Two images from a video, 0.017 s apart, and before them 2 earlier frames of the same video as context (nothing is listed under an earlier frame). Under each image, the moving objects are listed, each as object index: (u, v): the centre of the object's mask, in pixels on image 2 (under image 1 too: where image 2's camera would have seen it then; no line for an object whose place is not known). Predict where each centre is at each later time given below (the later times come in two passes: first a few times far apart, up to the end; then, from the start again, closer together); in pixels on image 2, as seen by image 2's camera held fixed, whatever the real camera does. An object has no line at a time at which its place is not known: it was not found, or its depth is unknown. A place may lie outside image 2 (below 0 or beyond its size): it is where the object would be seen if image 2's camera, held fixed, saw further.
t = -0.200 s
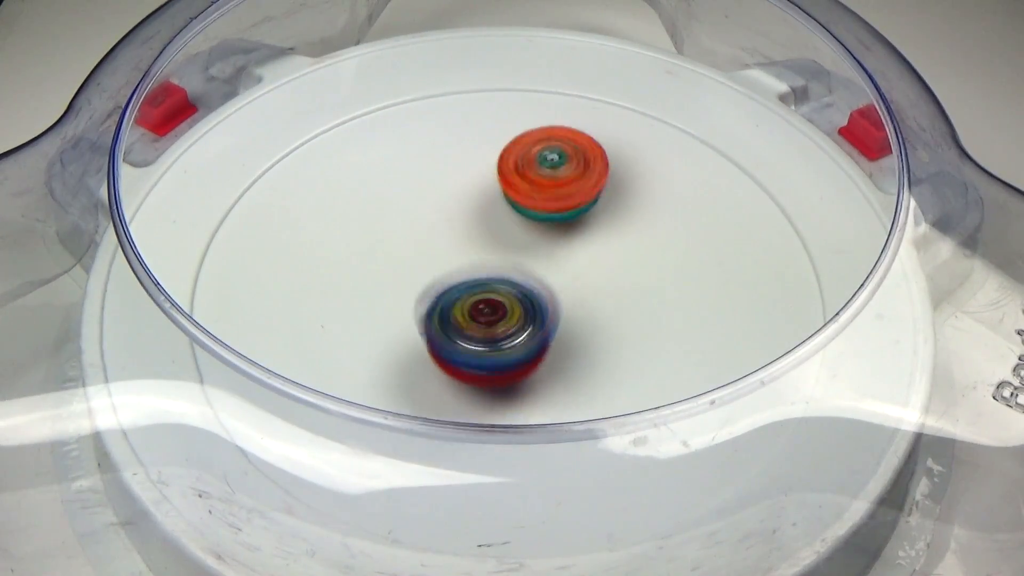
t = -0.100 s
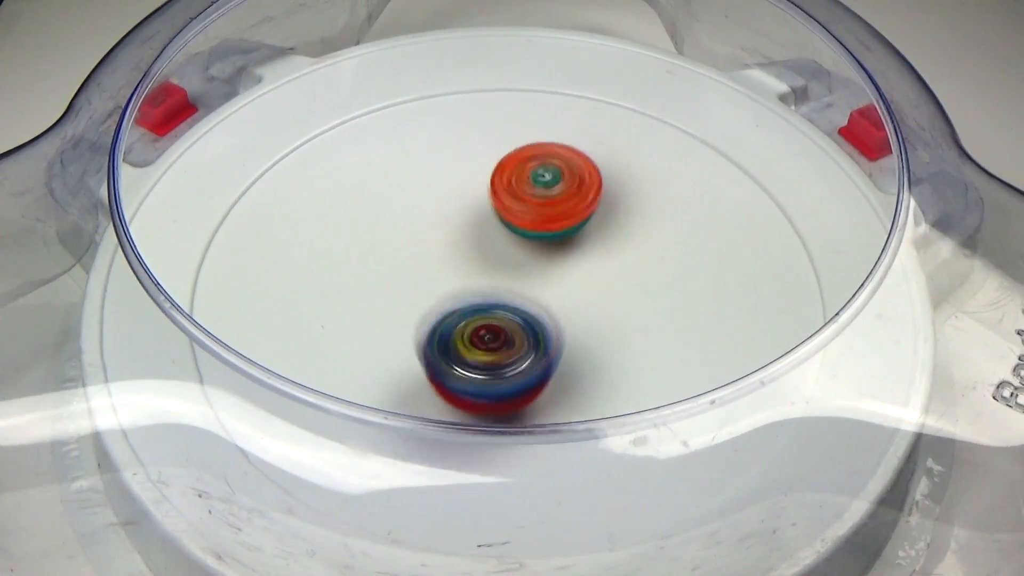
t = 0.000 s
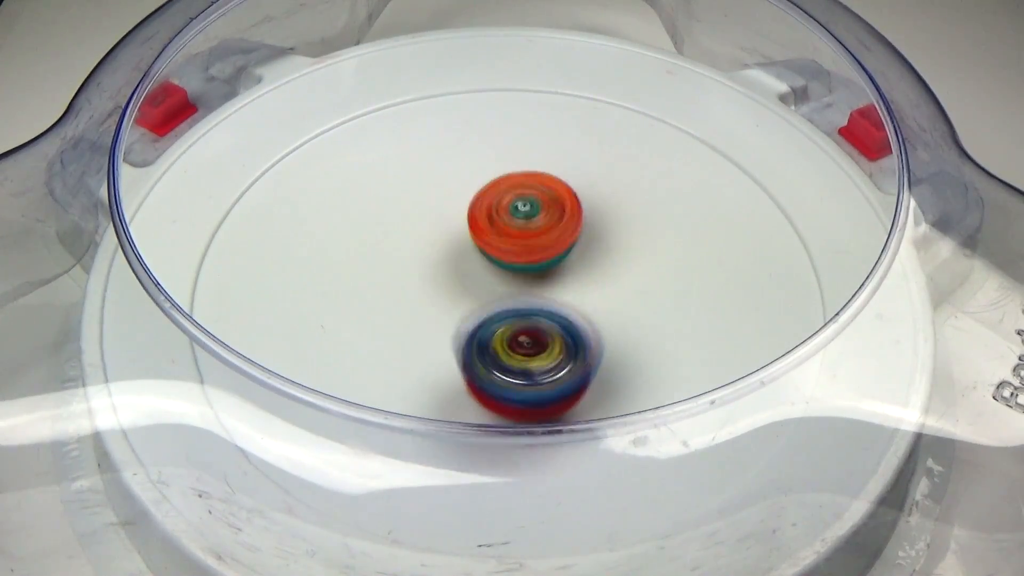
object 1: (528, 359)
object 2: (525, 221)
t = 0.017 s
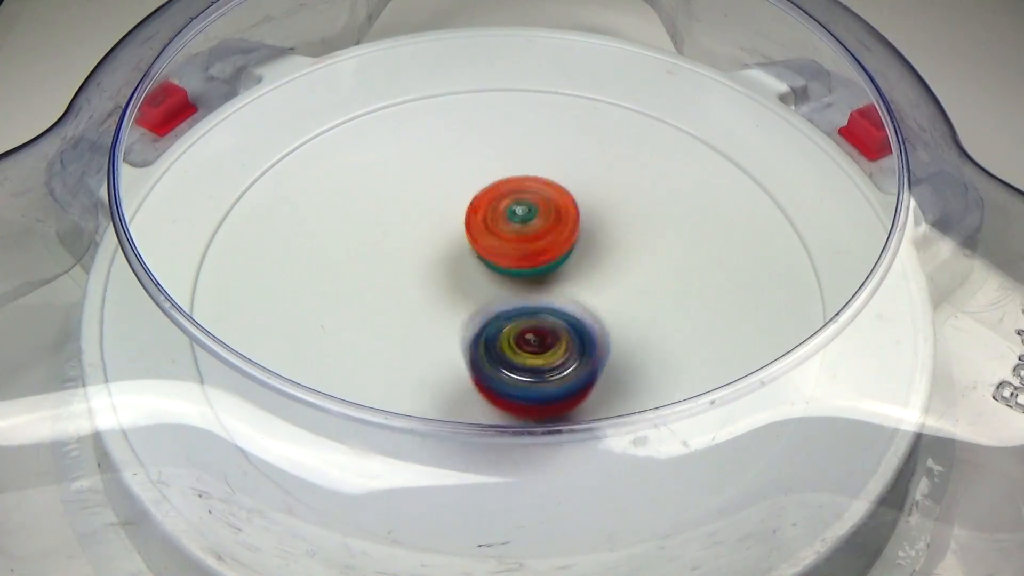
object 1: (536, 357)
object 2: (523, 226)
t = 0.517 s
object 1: (562, 281)
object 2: (432, 199)
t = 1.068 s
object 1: (637, 314)
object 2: (451, 280)
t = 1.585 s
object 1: (689, 160)
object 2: (296, 293)
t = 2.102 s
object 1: (461, 302)
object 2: (598, 239)
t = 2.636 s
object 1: (626, 354)
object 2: (511, 217)
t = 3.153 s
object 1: (432, 331)
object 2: (459, 226)
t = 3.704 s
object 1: (567, 289)
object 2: (467, 223)
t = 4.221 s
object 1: (628, 330)
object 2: (462, 223)
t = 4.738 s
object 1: (556, 354)
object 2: (452, 225)
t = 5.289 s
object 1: (487, 346)
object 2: (492, 237)
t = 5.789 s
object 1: (443, 319)
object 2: (513, 229)
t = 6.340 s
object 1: (457, 319)
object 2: (549, 237)
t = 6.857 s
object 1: (395, 329)
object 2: (565, 247)
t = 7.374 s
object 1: (397, 339)
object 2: (619, 213)
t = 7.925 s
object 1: (400, 249)
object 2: (570, 242)
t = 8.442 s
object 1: (435, 278)
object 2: (586, 252)
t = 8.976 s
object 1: (458, 274)
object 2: (591, 265)
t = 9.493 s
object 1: (321, 250)
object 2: (675, 291)
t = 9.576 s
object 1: (295, 274)
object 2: (666, 294)
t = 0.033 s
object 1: (543, 353)
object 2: (521, 231)
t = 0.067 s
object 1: (554, 342)
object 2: (517, 239)
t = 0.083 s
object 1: (558, 336)
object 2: (514, 242)
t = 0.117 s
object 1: (566, 335)
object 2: (508, 236)
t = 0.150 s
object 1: (578, 351)
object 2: (497, 210)
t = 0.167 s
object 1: (583, 356)
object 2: (492, 198)
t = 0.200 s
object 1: (594, 360)
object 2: (482, 178)
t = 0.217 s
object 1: (599, 361)
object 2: (478, 171)
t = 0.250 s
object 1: (610, 359)
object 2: (472, 159)
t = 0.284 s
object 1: (619, 355)
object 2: (465, 155)
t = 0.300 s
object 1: (622, 352)
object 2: (462, 155)
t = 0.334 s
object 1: (626, 343)
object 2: (456, 157)
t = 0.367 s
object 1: (625, 331)
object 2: (451, 163)
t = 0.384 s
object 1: (623, 325)
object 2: (448, 167)
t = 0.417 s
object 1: (614, 312)
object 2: (442, 173)
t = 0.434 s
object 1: (607, 306)
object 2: (440, 177)
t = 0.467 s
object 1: (591, 295)
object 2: (437, 185)
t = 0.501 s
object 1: (572, 285)
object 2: (434, 194)
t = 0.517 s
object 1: (562, 281)
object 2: (432, 199)
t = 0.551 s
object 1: (541, 274)
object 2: (430, 207)
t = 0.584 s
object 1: (526, 275)
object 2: (424, 210)
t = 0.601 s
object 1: (532, 286)
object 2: (411, 198)
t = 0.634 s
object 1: (538, 306)
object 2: (387, 184)
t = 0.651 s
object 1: (540, 316)
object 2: (378, 176)
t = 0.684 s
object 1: (544, 334)
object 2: (364, 167)
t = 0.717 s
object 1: (551, 348)
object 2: (357, 163)
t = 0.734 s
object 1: (554, 355)
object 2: (356, 163)
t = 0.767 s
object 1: (563, 363)
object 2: (356, 167)
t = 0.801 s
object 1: (573, 367)
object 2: (358, 175)
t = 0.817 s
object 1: (579, 369)
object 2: (361, 180)
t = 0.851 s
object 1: (593, 370)
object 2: (367, 193)
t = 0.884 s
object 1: (607, 369)
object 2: (375, 208)
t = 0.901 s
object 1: (615, 369)
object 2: (381, 215)
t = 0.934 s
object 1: (629, 364)
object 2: (394, 230)
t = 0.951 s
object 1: (636, 360)
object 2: (400, 238)
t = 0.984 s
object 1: (646, 352)
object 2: (414, 251)
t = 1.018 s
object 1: (648, 339)
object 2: (429, 264)
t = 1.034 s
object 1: (646, 331)
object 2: (437, 270)
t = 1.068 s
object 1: (637, 314)
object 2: (451, 280)
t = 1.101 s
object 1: (623, 300)
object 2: (465, 288)
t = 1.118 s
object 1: (614, 293)
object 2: (473, 292)
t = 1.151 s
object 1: (608, 281)
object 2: (470, 293)
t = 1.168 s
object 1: (609, 277)
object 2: (464, 293)
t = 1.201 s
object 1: (606, 269)
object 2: (454, 291)
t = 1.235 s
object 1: (596, 261)
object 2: (448, 288)
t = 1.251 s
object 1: (590, 258)
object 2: (446, 287)
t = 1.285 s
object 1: (574, 252)
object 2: (444, 284)
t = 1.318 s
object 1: (584, 243)
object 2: (411, 282)
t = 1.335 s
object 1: (606, 236)
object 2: (374, 282)
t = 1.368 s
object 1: (645, 221)
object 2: (308, 278)
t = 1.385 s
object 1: (661, 214)
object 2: (278, 276)
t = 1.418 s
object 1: (687, 202)
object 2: (228, 270)
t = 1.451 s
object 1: (702, 195)
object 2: (200, 261)
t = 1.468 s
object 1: (707, 191)
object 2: (203, 264)
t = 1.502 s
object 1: (708, 180)
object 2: (222, 274)
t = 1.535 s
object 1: (704, 172)
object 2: (248, 284)
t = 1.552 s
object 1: (700, 168)
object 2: (263, 287)
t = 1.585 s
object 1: (689, 160)
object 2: (296, 293)
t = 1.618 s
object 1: (677, 155)
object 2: (333, 299)
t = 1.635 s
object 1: (670, 153)
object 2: (351, 301)
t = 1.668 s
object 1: (654, 149)
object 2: (389, 304)
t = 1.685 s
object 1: (645, 148)
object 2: (409, 305)
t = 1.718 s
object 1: (628, 148)
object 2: (448, 306)
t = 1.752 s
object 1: (606, 150)
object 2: (484, 305)
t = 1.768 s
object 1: (594, 152)
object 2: (502, 304)
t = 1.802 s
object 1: (570, 159)
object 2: (534, 301)
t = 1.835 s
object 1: (549, 171)
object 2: (562, 296)
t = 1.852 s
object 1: (538, 178)
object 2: (574, 294)
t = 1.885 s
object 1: (518, 194)
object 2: (594, 289)
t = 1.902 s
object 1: (510, 202)
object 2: (601, 286)
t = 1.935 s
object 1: (494, 220)
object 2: (611, 279)
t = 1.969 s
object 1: (481, 236)
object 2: (615, 272)
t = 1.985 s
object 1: (476, 245)
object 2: (615, 268)
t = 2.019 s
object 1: (467, 263)
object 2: (613, 258)
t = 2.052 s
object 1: (461, 280)
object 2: (608, 250)
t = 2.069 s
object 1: (460, 288)
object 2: (605, 246)
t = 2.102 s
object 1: (461, 302)
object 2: (598, 239)
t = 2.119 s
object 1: (462, 309)
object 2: (595, 236)
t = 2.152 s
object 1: (466, 322)
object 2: (588, 231)
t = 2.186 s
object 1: (472, 339)
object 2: (582, 227)
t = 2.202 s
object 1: (476, 344)
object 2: (579, 224)
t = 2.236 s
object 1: (485, 358)
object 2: (573, 221)
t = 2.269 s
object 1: (496, 367)
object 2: (567, 218)
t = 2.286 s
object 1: (502, 371)
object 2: (564, 217)
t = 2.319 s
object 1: (515, 377)
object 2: (558, 215)
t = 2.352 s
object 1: (527, 383)
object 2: (552, 213)
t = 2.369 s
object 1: (531, 383)
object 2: (549, 213)
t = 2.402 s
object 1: (544, 385)
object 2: (543, 211)
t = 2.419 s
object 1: (551, 399)
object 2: (541, 211)
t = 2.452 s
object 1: (566, 402)
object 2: (535, 210)
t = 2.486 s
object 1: (580, 402)
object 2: (530, 210)
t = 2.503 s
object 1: (589, 401)
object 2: (528, 210)
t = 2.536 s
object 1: (605, 393)
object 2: (524, 210)
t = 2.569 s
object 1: (616, 374)
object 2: (518, 211)
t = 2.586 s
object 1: (621, 370)
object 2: (516, 212)
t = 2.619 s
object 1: (626, 360)
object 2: (512, 215)
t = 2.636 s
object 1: (626, 354)
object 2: (511, 217)
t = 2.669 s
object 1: (621, 338)
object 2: (508, 222)
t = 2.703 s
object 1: (610, 322)
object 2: (506, 226)
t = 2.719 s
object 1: (602, 315)
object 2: (505, 229)
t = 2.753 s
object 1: (587, 300)
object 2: (502, 232)
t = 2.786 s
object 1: (583, 303)
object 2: (488, 222)
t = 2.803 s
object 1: (579, 302)
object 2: (481, 215)
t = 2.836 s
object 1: (569, 302)
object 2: (468, 206)
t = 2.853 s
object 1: (563, 302)
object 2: (463, 202)
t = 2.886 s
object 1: (548, 299)
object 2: (456, 199)
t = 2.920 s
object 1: (530, 299)
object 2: (452, 200)
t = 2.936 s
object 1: (521, 299)
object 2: (451, 201)
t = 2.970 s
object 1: (503, 299)
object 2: (452, 204)
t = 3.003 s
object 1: (486, 301)
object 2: (453, 208)
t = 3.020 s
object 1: (478, 304)
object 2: (453, 210)
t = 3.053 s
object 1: (463, 310)
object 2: (456, 215)
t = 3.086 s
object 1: (451, 316)
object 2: (457, 218)
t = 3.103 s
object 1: (446, 319)
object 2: (459, 220)
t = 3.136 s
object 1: (437, 328)
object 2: (459, 225)
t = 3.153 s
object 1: (432, 331)
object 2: (459, 226)
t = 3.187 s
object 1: (429, 340)
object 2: (459, 230)
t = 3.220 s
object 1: (428, 348)
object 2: (460, 234)
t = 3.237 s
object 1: (429, 353)
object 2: (461, 235)
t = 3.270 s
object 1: (436, 359)
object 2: (462, 239)
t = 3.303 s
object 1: (447, 364)
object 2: (462, 242)
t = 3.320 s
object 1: (454, 365)
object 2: (463, 244)
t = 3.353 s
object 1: (470, 366)
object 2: (464, 247)
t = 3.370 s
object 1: (478, 365)
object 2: (465, 248)
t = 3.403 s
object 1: (494, 362)
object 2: (466, 251)
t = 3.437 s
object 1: (509, 351)
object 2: (466, 253)
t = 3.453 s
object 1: (516, 348)
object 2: (466, 254)
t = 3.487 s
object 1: (526, 337)
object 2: (466, 253)
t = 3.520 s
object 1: (539, 334)
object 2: (464, 245)
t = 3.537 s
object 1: (545, 332)
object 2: (464, 242)
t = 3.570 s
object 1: (556, 323)
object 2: (463, 236)
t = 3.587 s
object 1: (561, 318)
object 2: (463, 235)
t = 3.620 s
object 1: (563, 308)
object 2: (466, 233)
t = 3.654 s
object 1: (565, 296)
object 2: (469, 232)
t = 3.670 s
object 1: (563, 289)
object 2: (470, 231)
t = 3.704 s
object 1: (567, 289)
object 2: (467, 223)
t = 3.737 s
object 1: (571, 286)
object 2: (466, 218)
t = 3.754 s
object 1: (573, 286)
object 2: (465, 217)
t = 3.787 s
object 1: (572, 283)
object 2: (465, 217)
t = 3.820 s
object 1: (571, 280)
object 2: (465, 218)
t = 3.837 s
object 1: (570, 279)
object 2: (465, 219)
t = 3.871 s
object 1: (565, 276)
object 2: (465, 221)
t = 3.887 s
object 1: (563, 278)
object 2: (464, 221)
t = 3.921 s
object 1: (564, 288)
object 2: (456, 212)
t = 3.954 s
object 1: (571, 300)
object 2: (452, 205)
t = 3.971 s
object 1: (574, 304)
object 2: (451, 204)
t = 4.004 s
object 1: (579, 312)
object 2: (451, 203)
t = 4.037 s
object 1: (587, 319)
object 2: (451, 205)
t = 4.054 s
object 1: (590, 322)
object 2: (452, 206)
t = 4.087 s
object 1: (597, 327)
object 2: (453, 209)
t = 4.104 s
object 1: (601, 328)
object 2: (454, 210)
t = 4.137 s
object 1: (609, 331)
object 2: (456, 214)
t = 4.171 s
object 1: (617, 332)
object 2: (458, 217)
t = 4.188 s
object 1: (621, 331)
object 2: (459, 219)
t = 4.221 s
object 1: (628, 330)
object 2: (462, 223)
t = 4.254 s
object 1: (630, 325)
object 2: (464, 227)
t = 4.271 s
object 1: (630, 323)
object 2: (465, 229)
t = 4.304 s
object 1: (626, 316)
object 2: (467, 232)
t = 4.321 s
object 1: (623, 314)
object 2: (468, 234)
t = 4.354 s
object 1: (613, 308)
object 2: (471, 237)
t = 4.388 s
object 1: (598, 304)
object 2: (472, 240)
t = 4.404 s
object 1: (591, 302)
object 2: (474, 242)
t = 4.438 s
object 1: (576, 299)
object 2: (475, 244)
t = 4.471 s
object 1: (572, 308)
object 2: (465, 233)
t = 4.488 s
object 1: (571, 314)
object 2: (458, 227)
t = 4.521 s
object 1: (568, 323)
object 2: (448, 217)
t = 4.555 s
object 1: (565, 331)
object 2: (443, 211)
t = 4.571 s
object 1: (563, 334)
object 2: (441, 210)
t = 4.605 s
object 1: (562, 341)
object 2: (442, 209)
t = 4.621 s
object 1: (561, 343)
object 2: (442, 210)
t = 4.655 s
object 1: (560, 348)
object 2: (444, 213)
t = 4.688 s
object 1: (558, 351)
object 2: (447, 217)
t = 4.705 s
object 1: (558, 353)
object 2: (448, 220)
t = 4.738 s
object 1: (556, 354)
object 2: (452, 225)
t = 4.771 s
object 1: (555, 354)
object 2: (455, 230)
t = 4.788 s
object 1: (553, 354)
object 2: (457, 232)
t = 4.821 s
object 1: (548, 351)
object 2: (461, 237)
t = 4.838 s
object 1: (546, 349)
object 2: (462, 239)
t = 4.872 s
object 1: (539, 346)
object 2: (466, 244)
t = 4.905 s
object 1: (531, 341)
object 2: (469, 246)
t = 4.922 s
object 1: (526, 341)
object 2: (470, 248)
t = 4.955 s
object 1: (518, 340)
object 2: (474, 249)
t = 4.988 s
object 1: (511, 345)
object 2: (475, 245)
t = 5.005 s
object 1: (507, 346)
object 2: (476, 243)
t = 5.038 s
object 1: (502, 349)
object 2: (478, 242)
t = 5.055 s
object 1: (500, 350)
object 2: (479, 242)
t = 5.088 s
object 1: (497, 353)
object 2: (481, 243)
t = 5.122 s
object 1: (496, 353)
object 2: (482, 245)
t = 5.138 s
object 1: (496, 353)
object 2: (483, 245)
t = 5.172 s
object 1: (495, 351)
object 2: (484, 247)
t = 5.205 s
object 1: (495, 347)
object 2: (486, 246)
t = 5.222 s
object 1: (493, 346)
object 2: (486, 248)
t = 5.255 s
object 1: (491, 341)
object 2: (488, 246)
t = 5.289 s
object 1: (487, 346)
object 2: (492, 237)
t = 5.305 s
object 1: (486, 347)
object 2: (494, 233)
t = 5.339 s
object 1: (484, 350)
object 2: (497, 224)
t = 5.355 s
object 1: (484, 349)
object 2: (499, 223)
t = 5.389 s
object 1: (484, 350)
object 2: (501, 222)
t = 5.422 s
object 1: (484, 348)
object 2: (501, 224)
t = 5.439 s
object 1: (485, 345)
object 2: (502, 224)
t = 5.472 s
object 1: (484, 342)
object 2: (501, 225)
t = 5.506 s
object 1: (484, 334)
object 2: (501, 225)
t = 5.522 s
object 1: (484, 331)
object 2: (500, 226)
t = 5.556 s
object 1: (481, 324)
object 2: (501, 226)
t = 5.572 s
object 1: (480, 320)
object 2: (501, 227)
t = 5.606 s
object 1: (470, 319)
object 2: (504, 223)
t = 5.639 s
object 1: (461, 318)
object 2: (508, 219)
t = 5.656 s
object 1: (458, 319)
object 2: (509, 219)
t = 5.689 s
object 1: (451, 320)
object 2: (511, 219)
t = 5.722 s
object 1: (447, 319)
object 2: (513, 223)
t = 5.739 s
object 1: (445, 318)
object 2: (513, 224)
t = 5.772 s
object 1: (443, 319)
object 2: (513, 228)
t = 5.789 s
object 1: (443, 319)
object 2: (513, 229)
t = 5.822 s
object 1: (442, 318)
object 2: (512, 234)
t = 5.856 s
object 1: (443, 316)
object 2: (511, 236)
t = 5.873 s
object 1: (440, 315)
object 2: (511, 238)
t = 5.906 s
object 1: (438, 317)
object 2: (514, 238)
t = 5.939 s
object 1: (436, 321)
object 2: (516, 239)
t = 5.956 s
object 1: (436, 321)
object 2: (517, 240)
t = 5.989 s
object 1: (438, 322)
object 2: (516, 241)
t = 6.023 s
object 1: (440, 322)
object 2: (515, 243)
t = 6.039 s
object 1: (442, 321)
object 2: (516, 243)
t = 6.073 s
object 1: (446, 321)
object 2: (518, 241)
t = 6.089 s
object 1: (444, 323)
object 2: (522, 240)
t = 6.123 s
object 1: (444, 323)
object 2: (528, 237)
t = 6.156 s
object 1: (446, 327)
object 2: (533, 237)
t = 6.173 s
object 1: (446, 326)
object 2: (535, 236)
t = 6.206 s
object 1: (452, 325)
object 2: (537, 238)
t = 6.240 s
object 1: (457, 323)
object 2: (537, 241)
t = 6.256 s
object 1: (459, 322)
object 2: (538, 241)
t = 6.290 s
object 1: (464, 318)
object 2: (538, 241)
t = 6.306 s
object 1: (460, 318)
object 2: (540, 241)
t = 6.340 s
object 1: (457, 319)
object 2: (549, 237)
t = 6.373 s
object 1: (455, 319)
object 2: (555, 236)
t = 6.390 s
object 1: (454, 320)
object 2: (555, 236)
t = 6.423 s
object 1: (455, 319)
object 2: (557, 237)
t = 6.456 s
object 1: (456, 316)
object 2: (556, 239)
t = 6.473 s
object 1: (457, 315)
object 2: (555, 239)
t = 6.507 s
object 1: (458, 313)
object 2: (554, 241)
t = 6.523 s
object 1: (459, 311)
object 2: (553, 241)
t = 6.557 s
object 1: (455, 305)
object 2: (554, 242)
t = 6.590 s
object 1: (441, 306)
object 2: (567, 238)
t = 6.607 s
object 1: (435, 307)
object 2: (572, 238)
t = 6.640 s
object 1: (423, 308)
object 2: (579, 237)
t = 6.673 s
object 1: (414, 309)
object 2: (580, 238)
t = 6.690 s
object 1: (409, 311)
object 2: (580, 238)
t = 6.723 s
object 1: (400, 314)
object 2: (579, 240)
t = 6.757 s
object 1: (393, 316)
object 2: (576, 242)
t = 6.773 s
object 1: (391, 318)
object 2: (575, 243)
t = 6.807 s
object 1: (390, 323)
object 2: (571, 245)
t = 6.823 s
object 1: (390, 325)
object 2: (569, 246)
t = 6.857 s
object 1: (395, 329)
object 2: (565, 247)
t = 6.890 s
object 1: (404, 329)
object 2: (560, 250)
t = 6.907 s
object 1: (410, 328)
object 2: (558, 250)
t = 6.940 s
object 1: (422, 326)
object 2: (553, 252)
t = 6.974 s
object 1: (435, 321)
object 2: (549, 254)
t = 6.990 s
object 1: (441, 318)
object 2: (548, 254)
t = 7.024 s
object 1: (445, 311)
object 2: (548, 252)
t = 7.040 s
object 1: (433, 314)
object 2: (564, 244)
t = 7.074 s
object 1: (410, 319)
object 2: (592, 229)
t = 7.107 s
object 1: (394, 324)
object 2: (613, 217)
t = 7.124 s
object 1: (387, 326)
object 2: (623, 212)
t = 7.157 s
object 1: (379, 329)
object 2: (636, 205)
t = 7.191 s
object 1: (373, 333)
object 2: (641, 203)
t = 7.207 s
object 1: (371, 335)
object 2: (642, 202)
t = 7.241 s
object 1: (368, 339)
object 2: (641, 203)
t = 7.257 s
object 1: (369, 341)
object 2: (638, 204)
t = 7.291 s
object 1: (373, 343)
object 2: (633, 207)
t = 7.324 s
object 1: (381, 343)
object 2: (628, 209)
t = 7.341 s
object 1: (386, 344)
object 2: (625, 210)
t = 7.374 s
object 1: (397, 339)
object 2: (619, 213)
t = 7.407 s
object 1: (409, 334)
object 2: (612, 216)
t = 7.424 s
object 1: (416, 332)
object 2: (608, 218)
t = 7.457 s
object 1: (429, 323)
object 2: (600, 221)
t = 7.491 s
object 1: (441, 314)
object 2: (594, 225)
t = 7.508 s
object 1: (446, 308)
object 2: (590, 227)
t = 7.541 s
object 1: (457, 299)
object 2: (583, 230)
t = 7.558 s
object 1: (462, 295)
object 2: (581, 232)
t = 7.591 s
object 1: (469, 286)
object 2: (575, 233)
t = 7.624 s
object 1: (462, 278)
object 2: (582, 232)
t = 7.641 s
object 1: (456, 277)
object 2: (586, 231)
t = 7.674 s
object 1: (447, 272)
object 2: (593, 230)
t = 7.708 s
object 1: (439, 265)
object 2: (595, 231)
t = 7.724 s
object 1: (435, 263)
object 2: (594, 233)
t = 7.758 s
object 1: (427, 260)
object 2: (591, 235)
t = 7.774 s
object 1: (422, 256)
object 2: (590, 235)
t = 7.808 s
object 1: (415, 252)
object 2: (585, 237)
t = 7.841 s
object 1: (408, 249)
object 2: (580, 239)
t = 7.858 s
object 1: (406, 251)
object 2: (579, 239)
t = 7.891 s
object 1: (403, 248)
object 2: (574, 241)
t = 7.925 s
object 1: (400, 249)
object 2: (570, 242)
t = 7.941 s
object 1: (400, 249)
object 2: (568, 243)
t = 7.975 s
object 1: (402, 252)
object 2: (564, 243)
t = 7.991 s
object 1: (403, 253)
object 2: (562, 244)
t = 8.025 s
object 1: (410, 255)
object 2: (559, 244)
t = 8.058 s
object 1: (419, 258)
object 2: (555, 245)
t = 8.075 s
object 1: (426, 258)
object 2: (555, 245)
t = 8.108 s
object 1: (430, 259)
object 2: (559, 244)
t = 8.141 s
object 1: (425, 260)
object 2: (570, 246)
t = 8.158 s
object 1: (422, 260)
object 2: (573, 247)
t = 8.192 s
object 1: (418, 262)
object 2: (577, 249)
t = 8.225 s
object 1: (415, 264)
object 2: (577, 250)
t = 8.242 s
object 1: (415, 265)
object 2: (576, 251)
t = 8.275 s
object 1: (417, 269)
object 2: (573, 252)
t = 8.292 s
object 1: (420, 271)
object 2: (572, 252)
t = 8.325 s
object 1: (426, 273)
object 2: (569, 253)
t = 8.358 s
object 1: (436, 275)
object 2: (566, 253)
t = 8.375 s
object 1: (442, 275)
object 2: (565, 254)
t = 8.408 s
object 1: (440, 277)
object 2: (573, 253)
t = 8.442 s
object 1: (435, 278)
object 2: (586, 252)
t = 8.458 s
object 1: (436, 278)
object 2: (591, 252)
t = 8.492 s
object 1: (436, 281)
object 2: (596, 254)
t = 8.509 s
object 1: (437, 279)
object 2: (595, 255)
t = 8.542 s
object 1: (441, 281)
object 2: (594, 256)
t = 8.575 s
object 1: (447, 281)
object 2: (592, 257)
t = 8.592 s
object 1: (450, 281)
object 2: (591, 258)
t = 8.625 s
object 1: (458, 280)
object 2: (588, 258)
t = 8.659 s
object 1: (461, 279)
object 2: (590, 258)
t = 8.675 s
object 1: (457, 280)
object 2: (598, 258)
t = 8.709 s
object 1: (451, 279)
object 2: (609, 258)
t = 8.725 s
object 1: (450, 277)
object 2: (612, 258)
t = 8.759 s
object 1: (448, 278)
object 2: (613, 259)
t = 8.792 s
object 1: (446, 277)
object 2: (612, 260)
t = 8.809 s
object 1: (447, 277)
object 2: (611, 260)
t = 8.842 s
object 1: (447, 276)
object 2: (608, 261)
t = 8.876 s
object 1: (449, 275)
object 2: (604, 262)
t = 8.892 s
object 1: (449, 276)
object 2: (602, 262)
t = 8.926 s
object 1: (453, 274)
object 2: (597, 264)
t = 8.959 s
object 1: (457, 274)
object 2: (593, 265)
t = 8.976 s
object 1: (458, 274)
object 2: (591, 265)
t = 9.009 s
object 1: (460, 272)
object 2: (588, 266)
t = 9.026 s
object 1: (456, 270)
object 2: (591, 267)
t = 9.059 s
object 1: (449, 268)
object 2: (596, 268)
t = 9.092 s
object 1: (443, 267)
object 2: (595, 270)
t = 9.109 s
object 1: (441, 266)
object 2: (594, 270)
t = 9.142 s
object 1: (437, 265)
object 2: (590, 271)
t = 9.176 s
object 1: (436, 264)
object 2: (586, 271)
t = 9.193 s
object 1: (435, 265)
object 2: (584, 271)
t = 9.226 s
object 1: (436, 266)
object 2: (580, 271)
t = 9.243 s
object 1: (435, 266)
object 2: (579, 271)
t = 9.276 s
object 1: (440, 267)
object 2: (575, 271)
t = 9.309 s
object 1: (443, 267)
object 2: (571, 271)
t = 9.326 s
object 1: (445, 268)
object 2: (571, 271)
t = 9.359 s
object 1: (416, 260)
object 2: (605, 275)
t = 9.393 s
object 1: (388, 254)
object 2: (633, 279)
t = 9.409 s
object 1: (375, 251)
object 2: (645, 282)
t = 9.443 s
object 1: (352, 248)
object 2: (664, 286)
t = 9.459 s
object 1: (340, 247)
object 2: (670, 288)
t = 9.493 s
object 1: (321, 250)
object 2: (675, 291)
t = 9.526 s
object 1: (305, 258)
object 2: (674, 293)
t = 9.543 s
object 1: (299, 262)
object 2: (671, 293)
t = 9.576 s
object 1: (295, 274)
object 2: (666, 294)
